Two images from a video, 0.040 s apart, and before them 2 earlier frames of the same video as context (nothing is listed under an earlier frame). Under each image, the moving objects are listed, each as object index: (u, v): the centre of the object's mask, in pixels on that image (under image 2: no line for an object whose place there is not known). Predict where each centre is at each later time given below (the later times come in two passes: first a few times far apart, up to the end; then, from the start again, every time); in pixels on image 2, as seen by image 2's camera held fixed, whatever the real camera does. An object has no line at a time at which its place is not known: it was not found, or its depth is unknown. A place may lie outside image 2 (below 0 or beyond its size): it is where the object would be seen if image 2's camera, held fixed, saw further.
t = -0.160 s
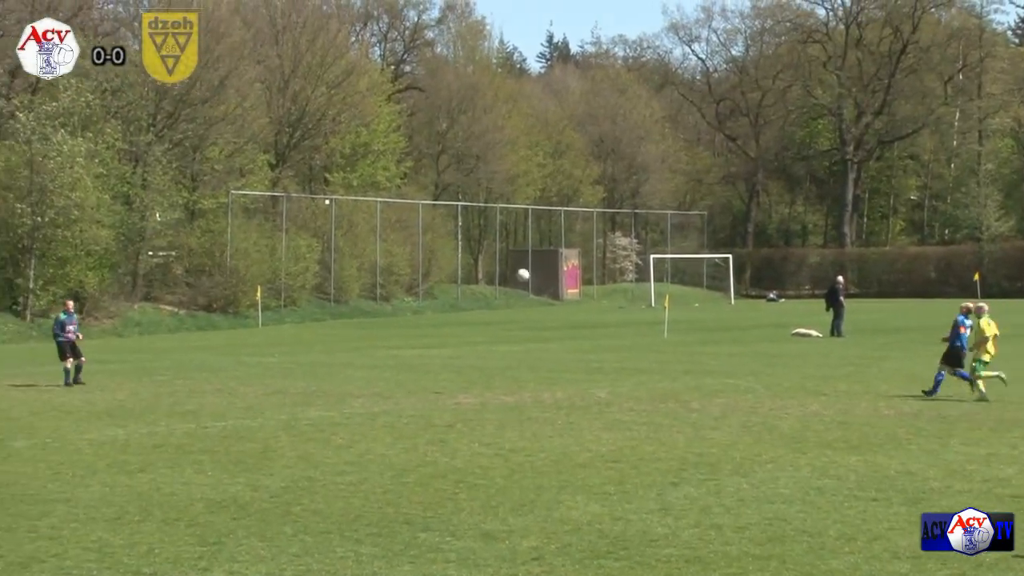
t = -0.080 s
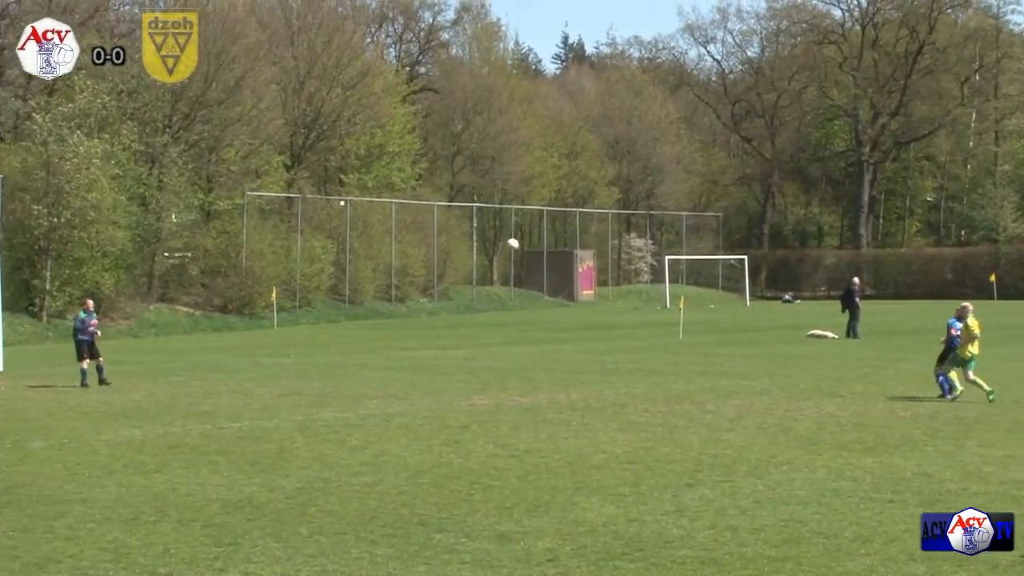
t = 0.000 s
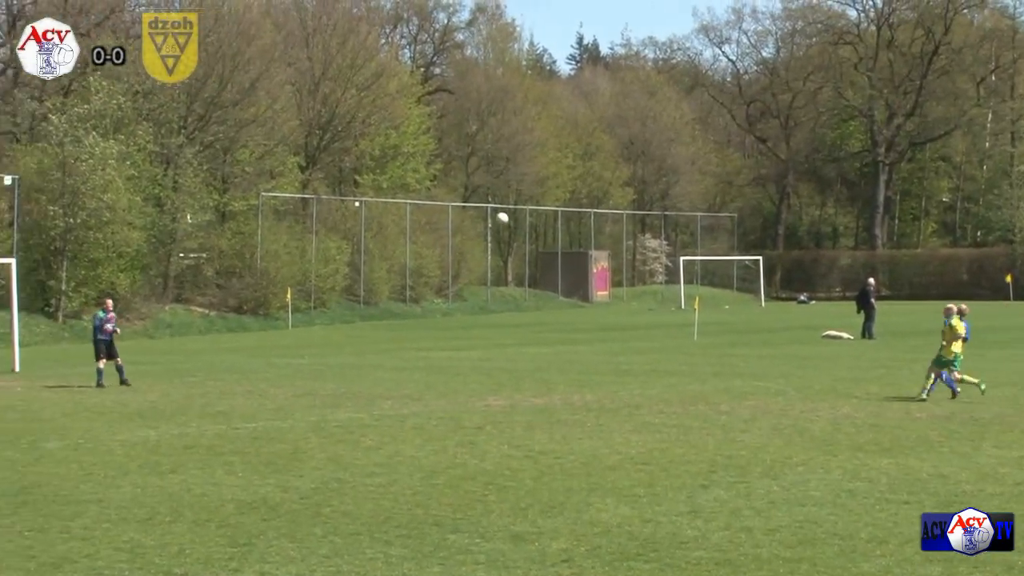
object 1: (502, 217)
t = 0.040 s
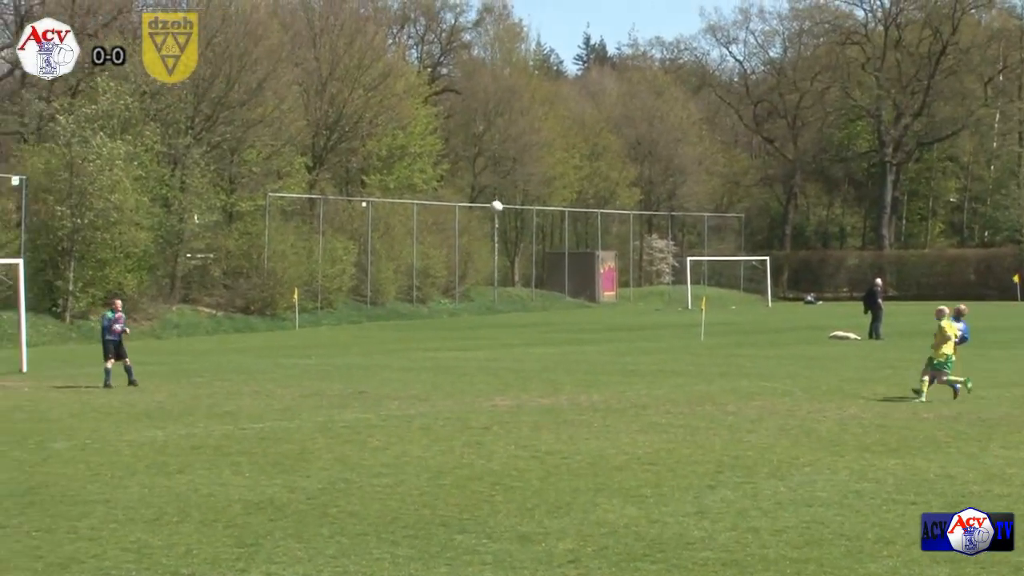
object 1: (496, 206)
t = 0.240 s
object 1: (437, 162)
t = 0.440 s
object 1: (379, 144)
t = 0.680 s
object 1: (315, 153)
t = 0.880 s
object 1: (265, 182)
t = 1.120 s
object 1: (208, 245)
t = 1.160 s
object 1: (198, 258)
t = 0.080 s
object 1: (484, 195)
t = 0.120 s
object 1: (472, 185)
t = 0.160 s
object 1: (460, 176)
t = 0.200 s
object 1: (449, 169)
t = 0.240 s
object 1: (437, 162)
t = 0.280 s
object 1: (425, 156)
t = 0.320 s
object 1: (414, 152)
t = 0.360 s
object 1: (402, 148)
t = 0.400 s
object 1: (391, 145)
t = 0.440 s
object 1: (379, 144)
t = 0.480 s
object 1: (368, 143)
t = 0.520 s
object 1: (357, 143)
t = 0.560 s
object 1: (346, 144)
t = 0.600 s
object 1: (335, 146)
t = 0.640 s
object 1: (325, 149)
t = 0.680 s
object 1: (315, 153)
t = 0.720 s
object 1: (305, 157)
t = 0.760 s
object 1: (295, 162)
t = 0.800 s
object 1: (285, 168)
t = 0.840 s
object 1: (275, 175)
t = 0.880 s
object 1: (265, 182)
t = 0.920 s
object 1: (255, 191)
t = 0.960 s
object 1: (245, 200)
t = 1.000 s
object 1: (235, 211)
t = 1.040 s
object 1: (226, 221)
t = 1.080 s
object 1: (217, 232)
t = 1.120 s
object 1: (208, 245)
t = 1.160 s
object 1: (198, 258)
